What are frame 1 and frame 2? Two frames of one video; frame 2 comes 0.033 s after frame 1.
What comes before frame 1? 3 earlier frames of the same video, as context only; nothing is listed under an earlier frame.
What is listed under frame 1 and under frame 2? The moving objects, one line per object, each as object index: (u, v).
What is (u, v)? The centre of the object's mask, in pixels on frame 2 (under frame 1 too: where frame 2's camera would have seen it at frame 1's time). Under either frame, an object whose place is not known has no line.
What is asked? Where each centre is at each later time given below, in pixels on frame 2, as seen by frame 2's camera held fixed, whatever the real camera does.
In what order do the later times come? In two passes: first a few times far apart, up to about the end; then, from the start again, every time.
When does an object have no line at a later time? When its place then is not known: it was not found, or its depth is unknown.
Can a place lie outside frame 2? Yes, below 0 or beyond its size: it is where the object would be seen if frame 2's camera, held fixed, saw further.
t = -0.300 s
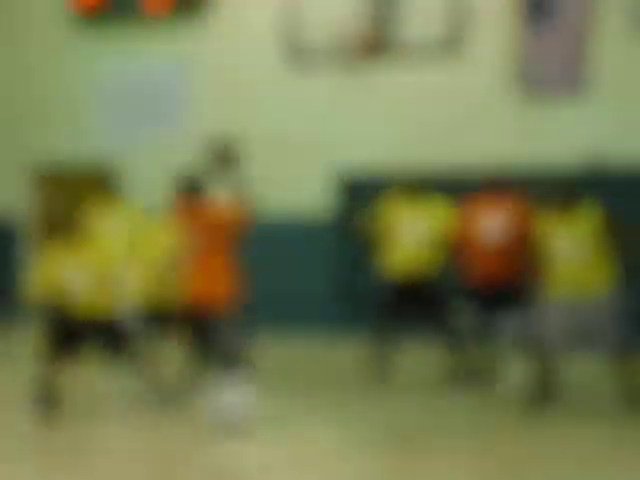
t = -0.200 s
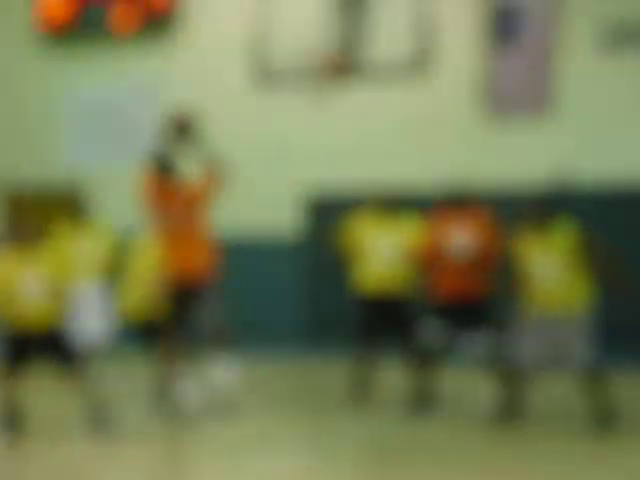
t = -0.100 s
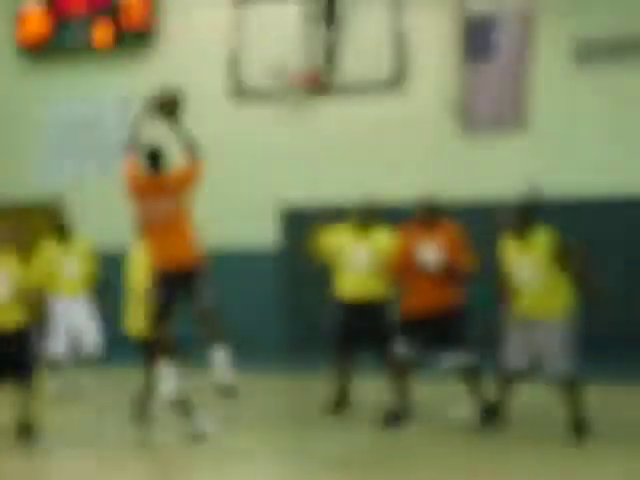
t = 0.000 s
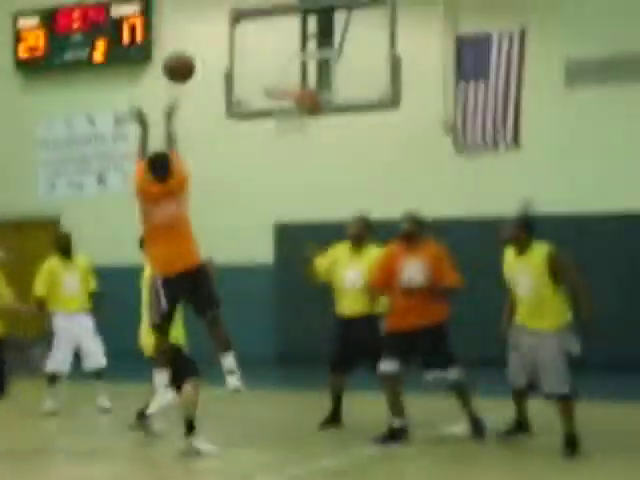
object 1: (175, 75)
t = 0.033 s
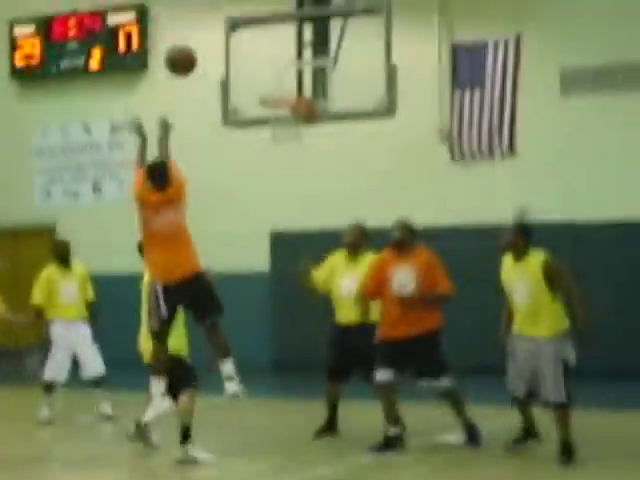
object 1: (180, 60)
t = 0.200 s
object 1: (207, 9)
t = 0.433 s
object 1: (240, 2)
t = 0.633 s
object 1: (265, 43)
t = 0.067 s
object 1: (186, 46)
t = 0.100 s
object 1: (192, 34)
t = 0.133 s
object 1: (197, 24)
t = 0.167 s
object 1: (202, 16)
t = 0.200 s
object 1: (207, 9)
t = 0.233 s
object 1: (212, 3)
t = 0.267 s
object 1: (217, -1)
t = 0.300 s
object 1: (223, -2)
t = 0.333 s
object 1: (227, -3)
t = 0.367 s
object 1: (231, -3)
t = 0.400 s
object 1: (236, 0)
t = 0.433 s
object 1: (240, 2)
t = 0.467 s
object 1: (245, 5)
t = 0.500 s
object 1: (249, 11)
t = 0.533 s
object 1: (253, 18)
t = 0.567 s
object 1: (258, 27)
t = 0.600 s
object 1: (261, 33)
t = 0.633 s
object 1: (265, 43)
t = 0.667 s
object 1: (269, 53)
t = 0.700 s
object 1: (273, 64)
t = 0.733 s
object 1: (276, 76)
